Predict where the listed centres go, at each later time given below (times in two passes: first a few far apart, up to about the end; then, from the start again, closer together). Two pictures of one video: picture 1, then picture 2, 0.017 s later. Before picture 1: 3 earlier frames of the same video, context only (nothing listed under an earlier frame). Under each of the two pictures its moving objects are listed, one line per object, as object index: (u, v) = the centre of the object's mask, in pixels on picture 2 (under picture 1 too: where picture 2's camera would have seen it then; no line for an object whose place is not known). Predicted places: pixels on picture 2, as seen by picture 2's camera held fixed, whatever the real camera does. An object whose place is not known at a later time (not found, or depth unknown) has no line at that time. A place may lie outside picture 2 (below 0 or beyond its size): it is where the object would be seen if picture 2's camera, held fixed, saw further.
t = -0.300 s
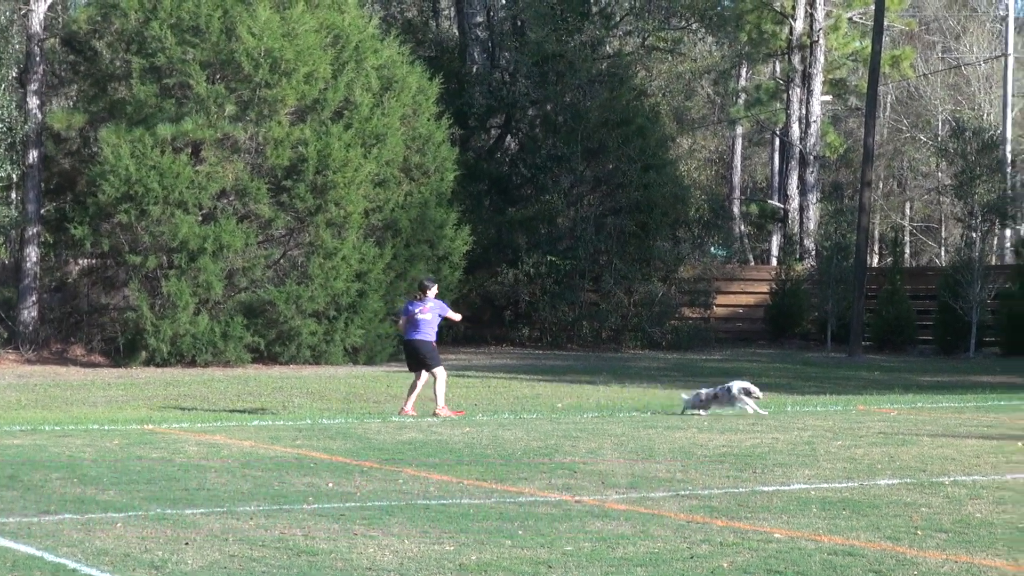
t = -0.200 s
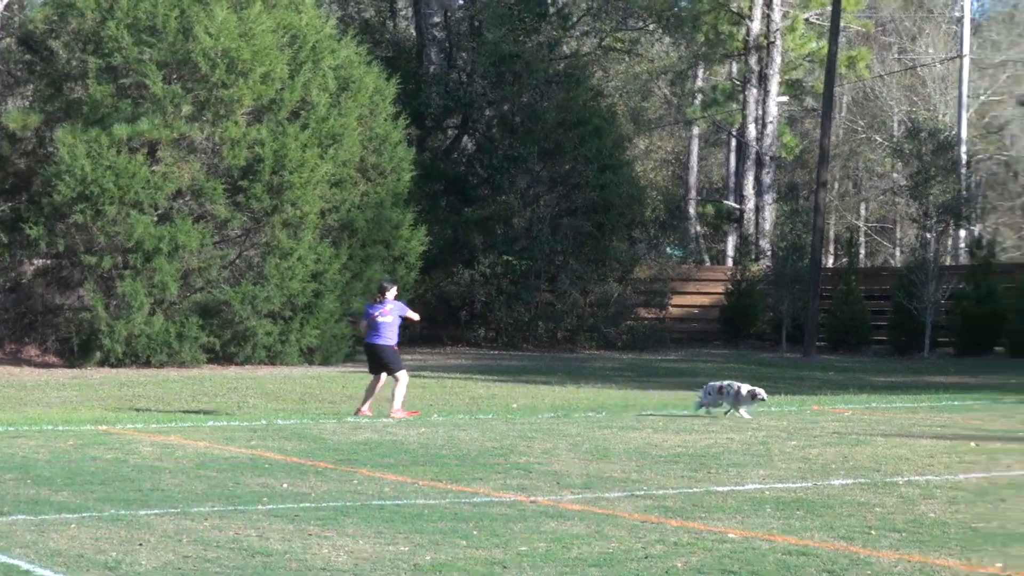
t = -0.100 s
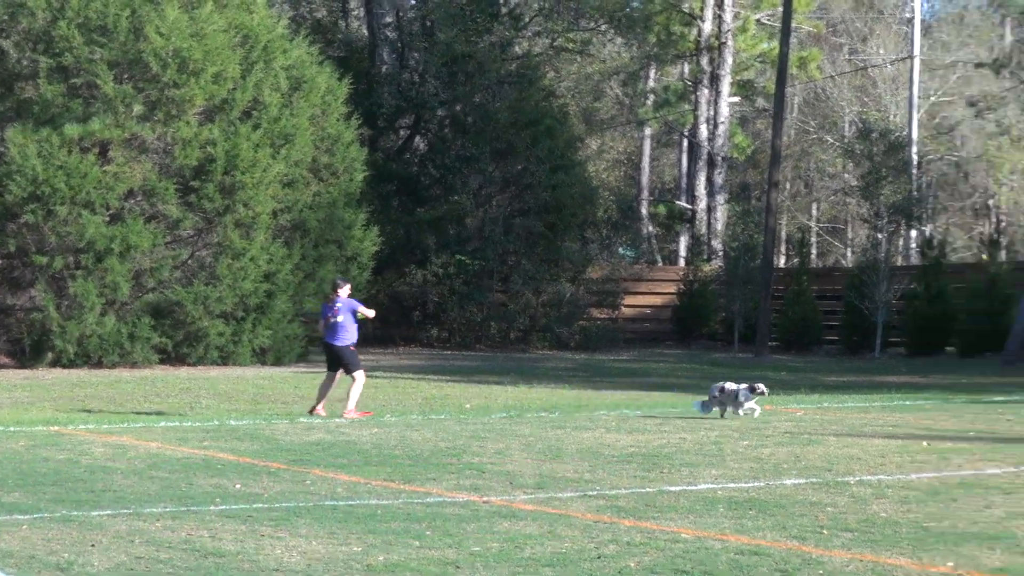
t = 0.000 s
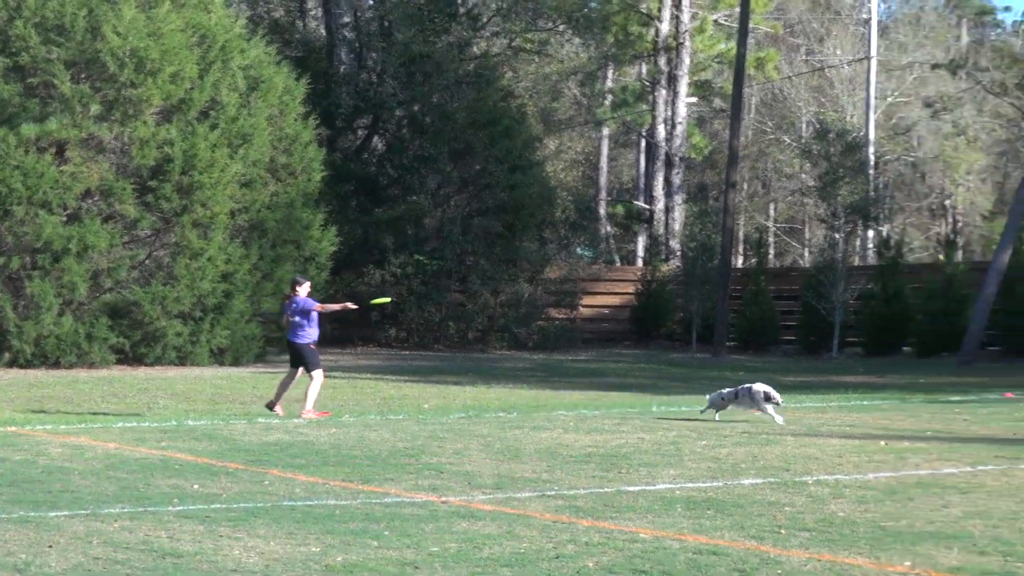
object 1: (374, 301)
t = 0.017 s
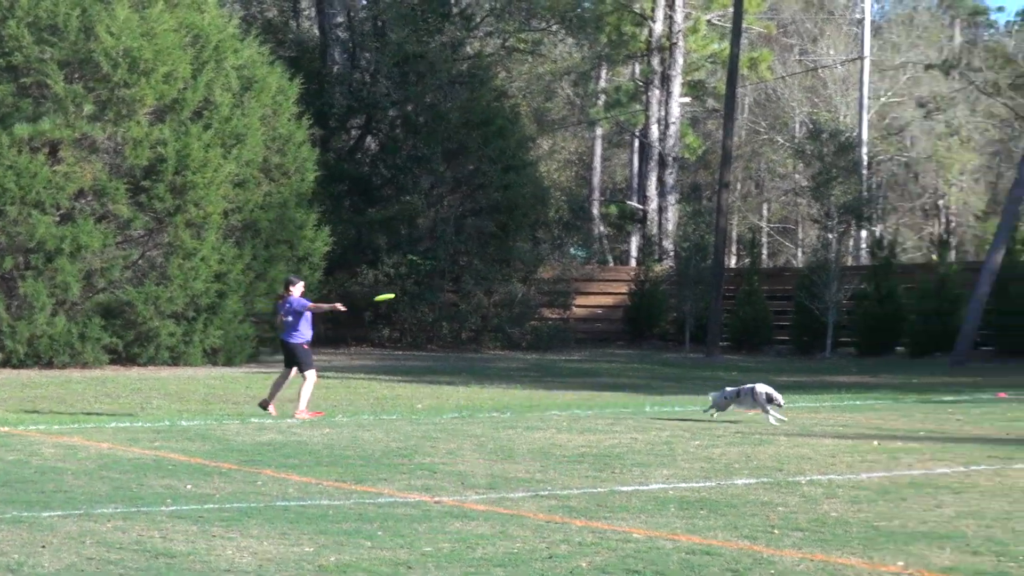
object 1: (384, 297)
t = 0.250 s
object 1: (538, 264)
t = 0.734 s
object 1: (869, 232)
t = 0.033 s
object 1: (395, 294)
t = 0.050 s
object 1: (406, 291)
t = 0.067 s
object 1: (416, 288)
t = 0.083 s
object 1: (427, 286)
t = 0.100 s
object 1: (438, 284)
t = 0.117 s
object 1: (449, 282)
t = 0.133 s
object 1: (460, 280)
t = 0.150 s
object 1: (471, 278)
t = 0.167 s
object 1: (482, 276)
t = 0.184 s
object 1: (493, 273)
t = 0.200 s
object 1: (505, 271)
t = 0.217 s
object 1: (516, 269)
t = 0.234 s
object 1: (527, 266)
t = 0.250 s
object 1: (538, 264)
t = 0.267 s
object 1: (549, 262)
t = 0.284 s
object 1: (560, 260)
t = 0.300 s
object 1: (571, 258)
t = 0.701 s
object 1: (845, 235)
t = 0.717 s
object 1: (857, 234)
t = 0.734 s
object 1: (869, 232)
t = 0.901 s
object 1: (988, 231)
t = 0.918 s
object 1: (1001, 231)
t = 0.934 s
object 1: (1013, 233)
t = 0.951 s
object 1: (1025, 234)
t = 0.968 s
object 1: (1038, 237)
